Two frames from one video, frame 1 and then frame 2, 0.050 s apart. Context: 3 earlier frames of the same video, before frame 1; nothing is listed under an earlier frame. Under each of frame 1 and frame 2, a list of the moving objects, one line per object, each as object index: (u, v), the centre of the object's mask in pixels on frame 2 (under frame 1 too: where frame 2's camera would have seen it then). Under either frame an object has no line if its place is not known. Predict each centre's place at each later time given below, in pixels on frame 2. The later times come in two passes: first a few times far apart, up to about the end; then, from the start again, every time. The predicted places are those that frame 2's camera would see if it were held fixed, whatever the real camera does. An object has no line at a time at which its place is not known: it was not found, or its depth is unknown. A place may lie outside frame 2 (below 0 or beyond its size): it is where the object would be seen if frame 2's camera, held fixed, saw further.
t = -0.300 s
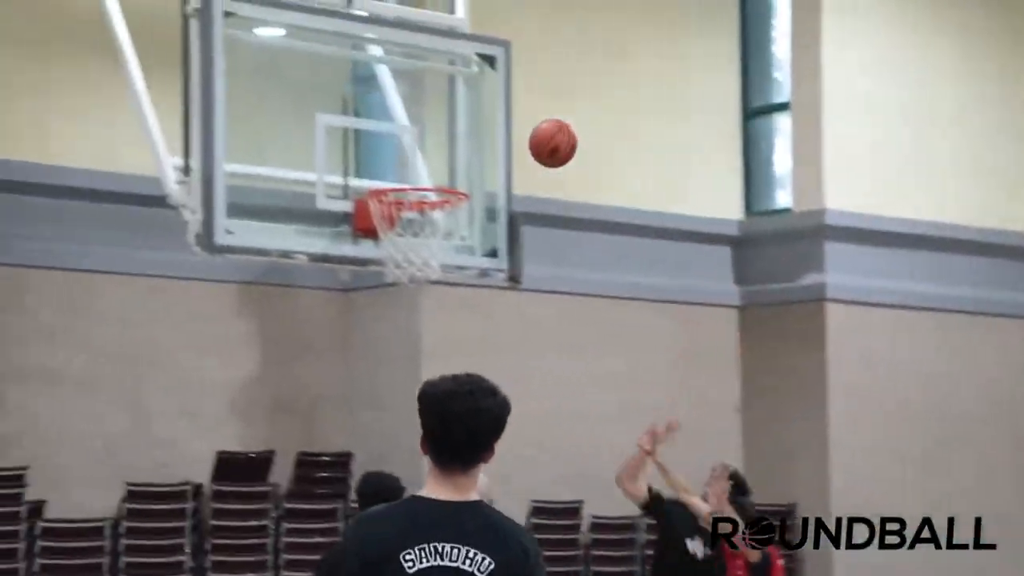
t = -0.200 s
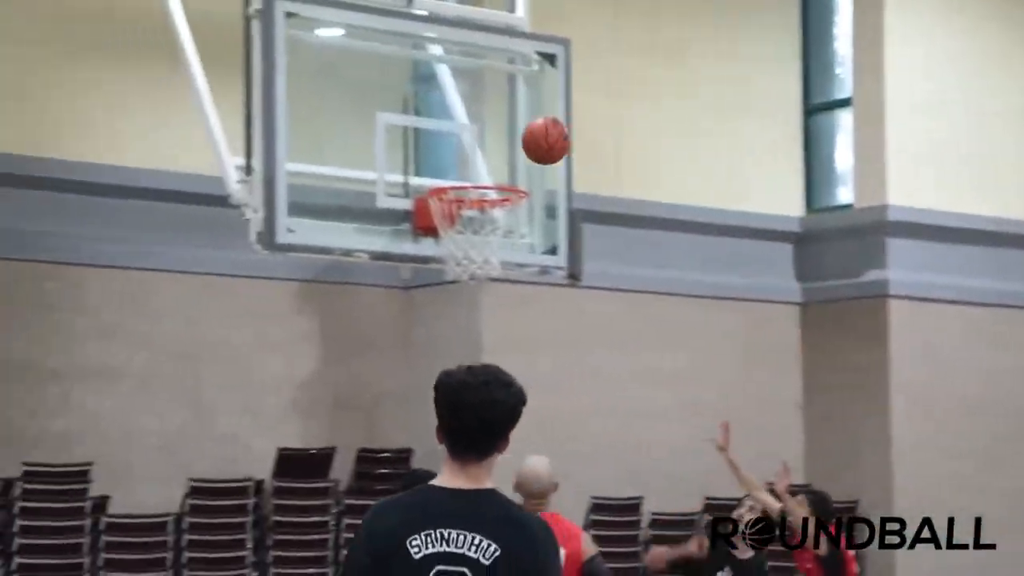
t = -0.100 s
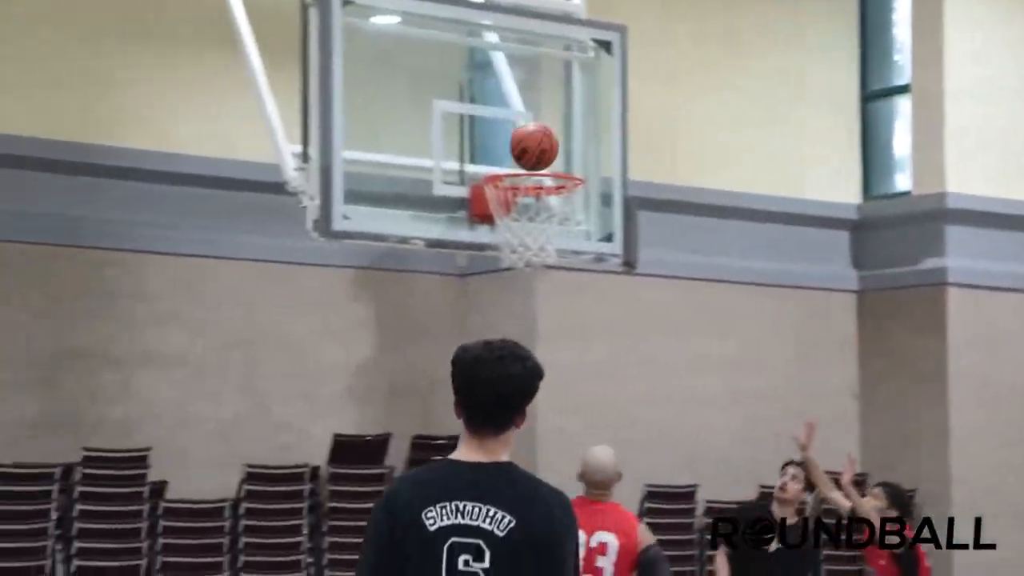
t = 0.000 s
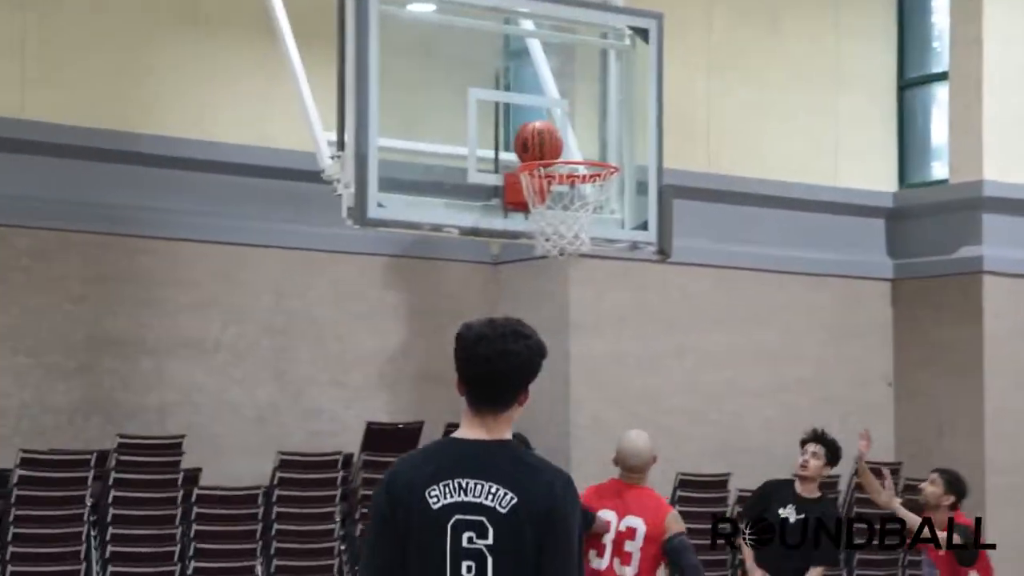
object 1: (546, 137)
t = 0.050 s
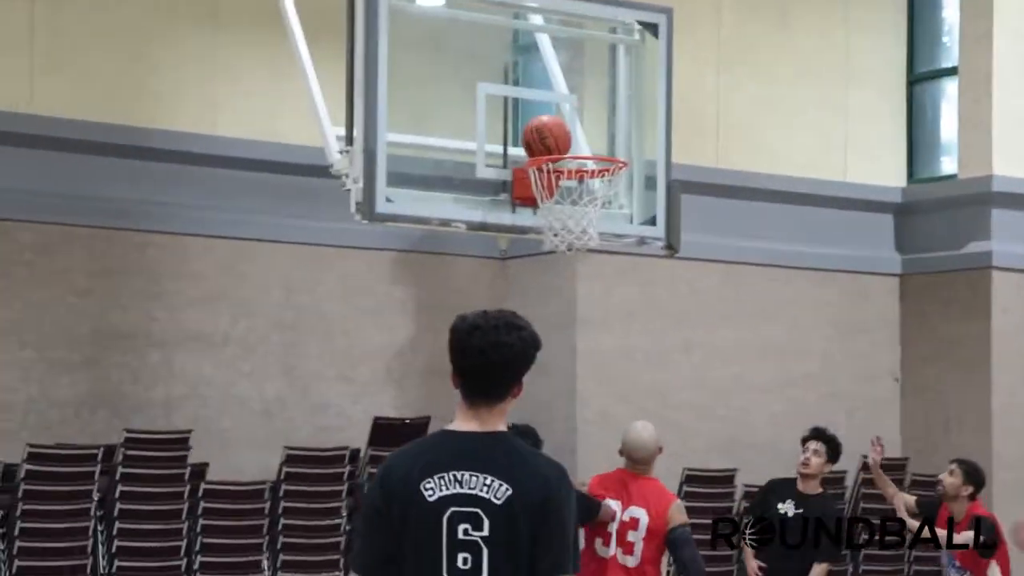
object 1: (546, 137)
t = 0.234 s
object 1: (556, 140)
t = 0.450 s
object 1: (602, 143)
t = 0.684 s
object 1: (575, 154)
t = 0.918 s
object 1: (547, 142)
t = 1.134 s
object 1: (576, 140)
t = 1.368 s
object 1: (597, 159)
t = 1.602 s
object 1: (559, 183)
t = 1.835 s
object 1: (564, 245)
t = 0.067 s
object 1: (547, 138)
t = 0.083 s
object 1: (547, 138)
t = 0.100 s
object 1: (546, 140)
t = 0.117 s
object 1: (547, 140)
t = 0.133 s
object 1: (547, 140)
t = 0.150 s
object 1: (547, 140)
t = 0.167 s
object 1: (548, 140)
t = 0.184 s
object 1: (549, 140)
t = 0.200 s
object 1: (551, 140)
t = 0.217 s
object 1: (553, 140)
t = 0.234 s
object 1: (556, 140)
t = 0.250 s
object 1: (559, 141)
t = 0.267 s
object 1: (563, 141)
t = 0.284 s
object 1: (567, 140)
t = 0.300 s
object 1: (571, 140)
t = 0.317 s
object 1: (575, 141)
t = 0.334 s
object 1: (580, 141)
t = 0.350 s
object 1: (584, 141)
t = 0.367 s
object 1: (588, 142)
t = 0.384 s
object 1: (591, 142)
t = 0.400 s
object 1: (594, 142)
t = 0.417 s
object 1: (598, 142)
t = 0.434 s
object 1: (601, 143)
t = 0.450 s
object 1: (602, 143)
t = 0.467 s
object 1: (604, 143)
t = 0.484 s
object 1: (604, 144)
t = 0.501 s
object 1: (604, 144)
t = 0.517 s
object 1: (604, 144)
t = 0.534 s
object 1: (602, 152)
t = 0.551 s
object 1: (601, 145)
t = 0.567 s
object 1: (598, 144)
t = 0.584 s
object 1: (596, 153)
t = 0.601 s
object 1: (593, 153)
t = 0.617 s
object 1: (590, 153)
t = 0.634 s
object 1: (586, 151)
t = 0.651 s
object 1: (582, 154)
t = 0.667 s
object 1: (579, 153)
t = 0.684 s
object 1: (575, 154)
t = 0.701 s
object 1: (571, 152)
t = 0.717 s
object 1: (568, 143)
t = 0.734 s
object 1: (565, 143)
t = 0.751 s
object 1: (561, 143)
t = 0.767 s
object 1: (558, 142)
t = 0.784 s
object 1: (556, 142)
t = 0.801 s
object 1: (553, 142)
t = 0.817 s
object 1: (551, 142)
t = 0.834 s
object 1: (549, 142)
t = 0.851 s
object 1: (548, 141)
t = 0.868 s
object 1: (547, 141)
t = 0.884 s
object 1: (546, 141)
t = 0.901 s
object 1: (546, 141)
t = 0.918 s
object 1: (547, 142)
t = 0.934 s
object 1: (546, 140)
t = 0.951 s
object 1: (548, 142)
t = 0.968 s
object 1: (549, 140)
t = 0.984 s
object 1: (551, 141)
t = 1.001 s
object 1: (552, 139)
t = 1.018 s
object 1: (554, 139)
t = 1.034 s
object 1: (557, 141)
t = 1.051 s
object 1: (559, 141)
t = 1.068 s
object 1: (563, 141)
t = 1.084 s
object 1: (566, 142)
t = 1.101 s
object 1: (570, 142)
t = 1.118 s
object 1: (573, 139)
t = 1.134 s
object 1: (576, 140)
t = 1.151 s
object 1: (580, 140)
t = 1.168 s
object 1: (583, 141)
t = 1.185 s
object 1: (587, 141)
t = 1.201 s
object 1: (590, 142)
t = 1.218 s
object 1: (593, 142)
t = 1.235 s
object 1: (595, 142)
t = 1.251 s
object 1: (597, 150)
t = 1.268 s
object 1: (599, 152)
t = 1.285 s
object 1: (600, 152)
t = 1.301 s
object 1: (600, 154)
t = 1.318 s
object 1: (601, 156)
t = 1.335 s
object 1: (600, 157)
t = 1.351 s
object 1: (599, 157)
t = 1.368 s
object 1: (597, 159)
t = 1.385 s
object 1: (595, 161)
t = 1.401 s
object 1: (591, 161)
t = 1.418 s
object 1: (590, 161)
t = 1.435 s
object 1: (586, 163)
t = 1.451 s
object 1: (579, 165)
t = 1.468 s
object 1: (576, 167)
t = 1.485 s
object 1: (573, 169)
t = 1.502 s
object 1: (572, 177)
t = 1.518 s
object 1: (570, 177)
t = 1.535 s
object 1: (569, 177)
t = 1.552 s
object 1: (569, 178)
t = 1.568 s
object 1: (568, 178)
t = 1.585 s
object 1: (566, 179)
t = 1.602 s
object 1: (559, 183)
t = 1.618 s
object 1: (558, 187)
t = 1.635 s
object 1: (553, 191)
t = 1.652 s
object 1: (550, 196)
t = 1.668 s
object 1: (548, 199)
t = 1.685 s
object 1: (548, 205)
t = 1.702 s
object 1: (550, 210)
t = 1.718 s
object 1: (550, 213)
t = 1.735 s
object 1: (551, 217)
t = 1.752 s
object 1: (552, 220)
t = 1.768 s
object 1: (554, 223)
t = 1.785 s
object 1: (557, 227)
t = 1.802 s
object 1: (558, 232)
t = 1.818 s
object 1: (560, 235)
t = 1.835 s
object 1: (564, 245)
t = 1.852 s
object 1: (566, 249)
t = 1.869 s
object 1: (567, 252)
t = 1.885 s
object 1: (568, 257)
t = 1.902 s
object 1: (571, 263)
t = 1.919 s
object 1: (573, 271)
